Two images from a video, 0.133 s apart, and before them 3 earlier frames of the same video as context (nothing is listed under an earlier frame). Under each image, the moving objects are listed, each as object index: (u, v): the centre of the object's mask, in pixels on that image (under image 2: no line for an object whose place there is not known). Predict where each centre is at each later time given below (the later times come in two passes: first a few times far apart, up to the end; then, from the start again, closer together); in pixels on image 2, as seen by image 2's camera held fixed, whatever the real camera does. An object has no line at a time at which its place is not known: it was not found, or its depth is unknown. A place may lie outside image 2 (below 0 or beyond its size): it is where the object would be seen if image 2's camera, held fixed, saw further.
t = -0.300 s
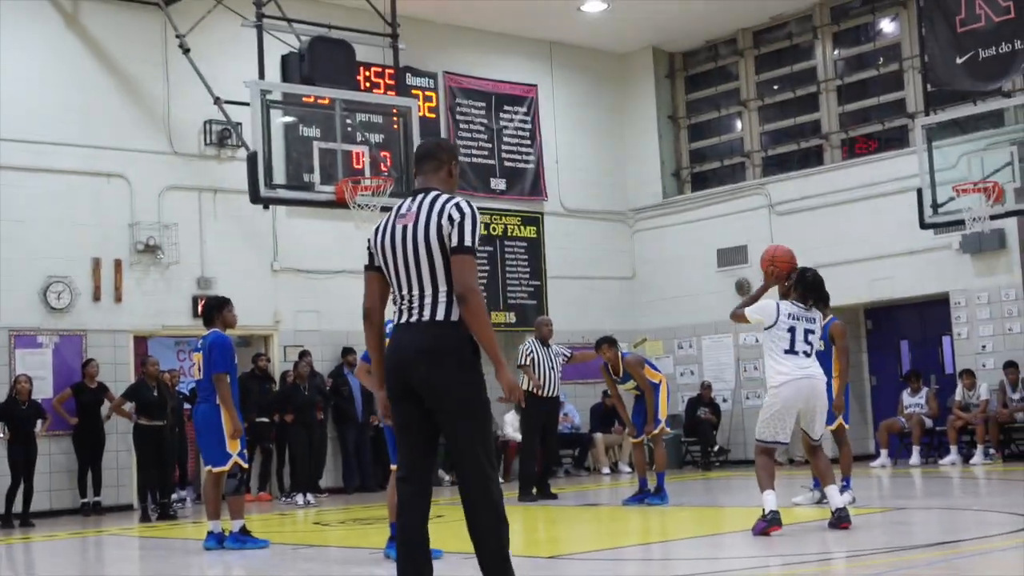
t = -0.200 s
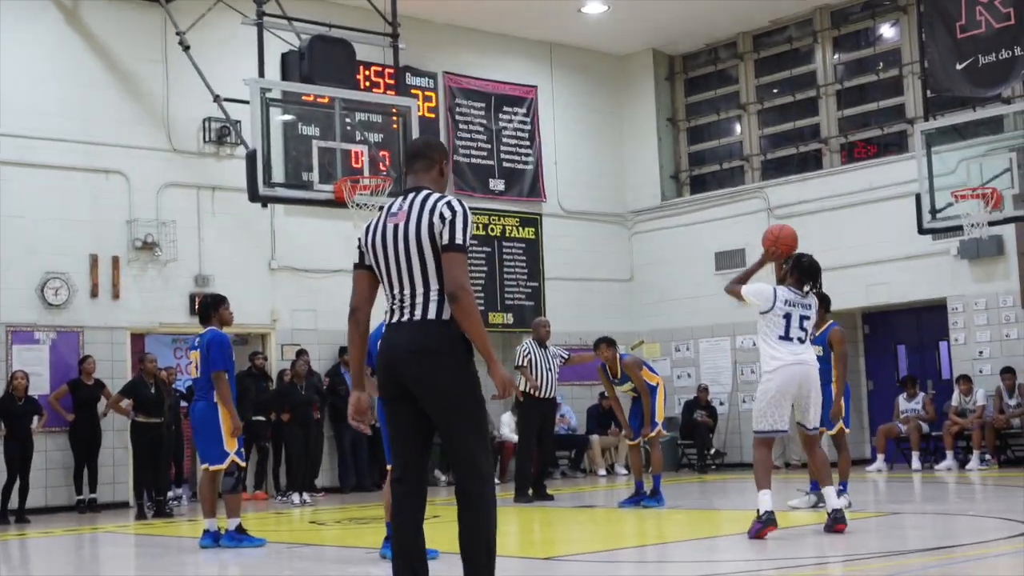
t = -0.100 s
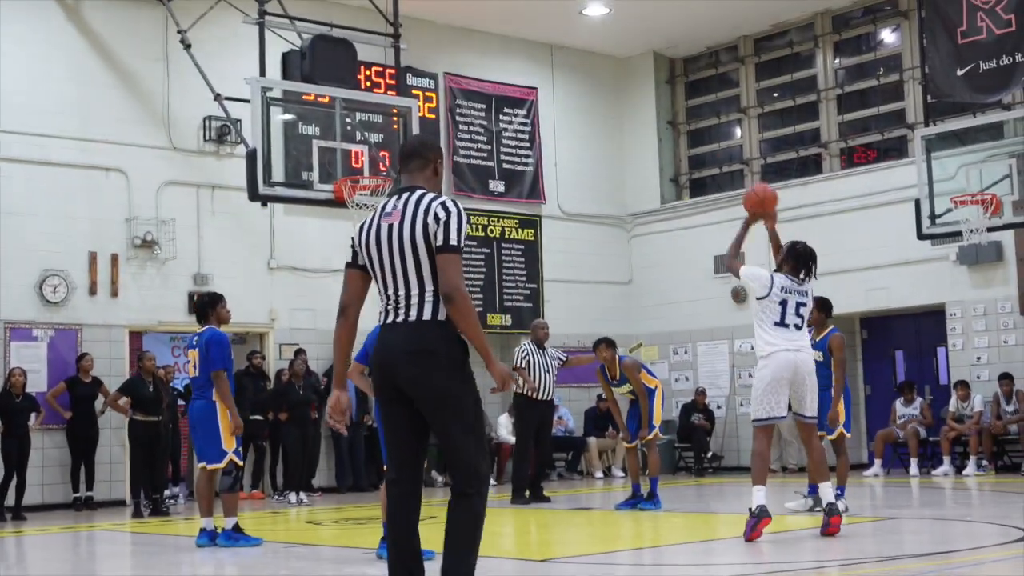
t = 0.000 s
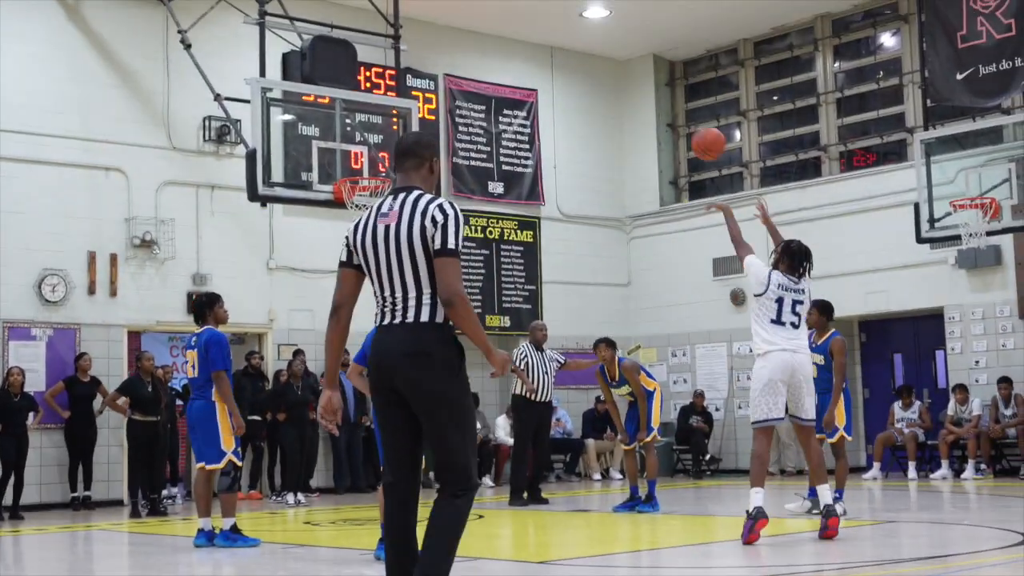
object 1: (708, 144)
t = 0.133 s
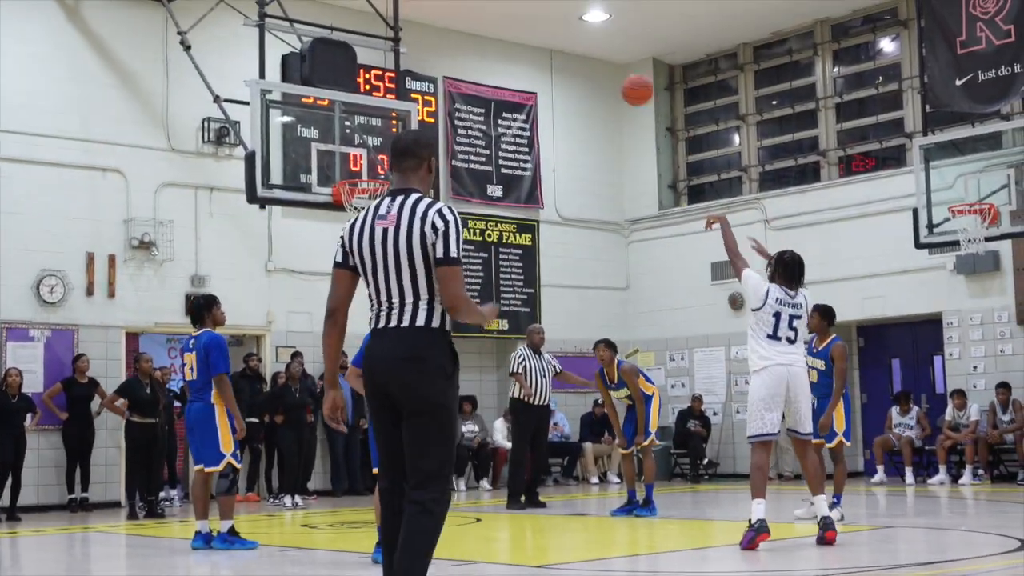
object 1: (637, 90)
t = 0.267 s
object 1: (574, 58)
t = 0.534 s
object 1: (465, 61)
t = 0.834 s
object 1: (361, 155)
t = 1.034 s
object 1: (415, 164)
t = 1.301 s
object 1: (538, 192)
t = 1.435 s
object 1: (599, 233)
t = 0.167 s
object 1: (621, 79)
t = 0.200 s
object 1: (605, 72)
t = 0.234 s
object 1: (589, 64)
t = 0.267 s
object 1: (574, 58)
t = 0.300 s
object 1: (559, 54)
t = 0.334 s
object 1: (545, 51)
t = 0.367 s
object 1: (531, 50)
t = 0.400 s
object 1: (517, 49)
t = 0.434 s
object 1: (504, 51)
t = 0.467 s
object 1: (490, 53)
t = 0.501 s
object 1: (477, 56)
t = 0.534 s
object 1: (465, 61)
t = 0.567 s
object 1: (452, 67)
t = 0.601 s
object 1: (440, 74)
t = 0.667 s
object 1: (417, 92)
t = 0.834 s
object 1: (361, 155)
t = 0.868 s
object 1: (350, 168)
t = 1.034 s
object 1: (415, 164)
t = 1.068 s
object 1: (431, 163)
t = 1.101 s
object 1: (446, 163)
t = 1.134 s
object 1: (461, 166)
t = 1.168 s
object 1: (477, 169)
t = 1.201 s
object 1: (492, 173)
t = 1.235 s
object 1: (508, 178)
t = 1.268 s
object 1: (523, 185)
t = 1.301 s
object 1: (538, 192)
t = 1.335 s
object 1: (554, 200)
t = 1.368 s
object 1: (568, 210)
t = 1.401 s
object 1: (584, 221)
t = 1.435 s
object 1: (599, 233)
